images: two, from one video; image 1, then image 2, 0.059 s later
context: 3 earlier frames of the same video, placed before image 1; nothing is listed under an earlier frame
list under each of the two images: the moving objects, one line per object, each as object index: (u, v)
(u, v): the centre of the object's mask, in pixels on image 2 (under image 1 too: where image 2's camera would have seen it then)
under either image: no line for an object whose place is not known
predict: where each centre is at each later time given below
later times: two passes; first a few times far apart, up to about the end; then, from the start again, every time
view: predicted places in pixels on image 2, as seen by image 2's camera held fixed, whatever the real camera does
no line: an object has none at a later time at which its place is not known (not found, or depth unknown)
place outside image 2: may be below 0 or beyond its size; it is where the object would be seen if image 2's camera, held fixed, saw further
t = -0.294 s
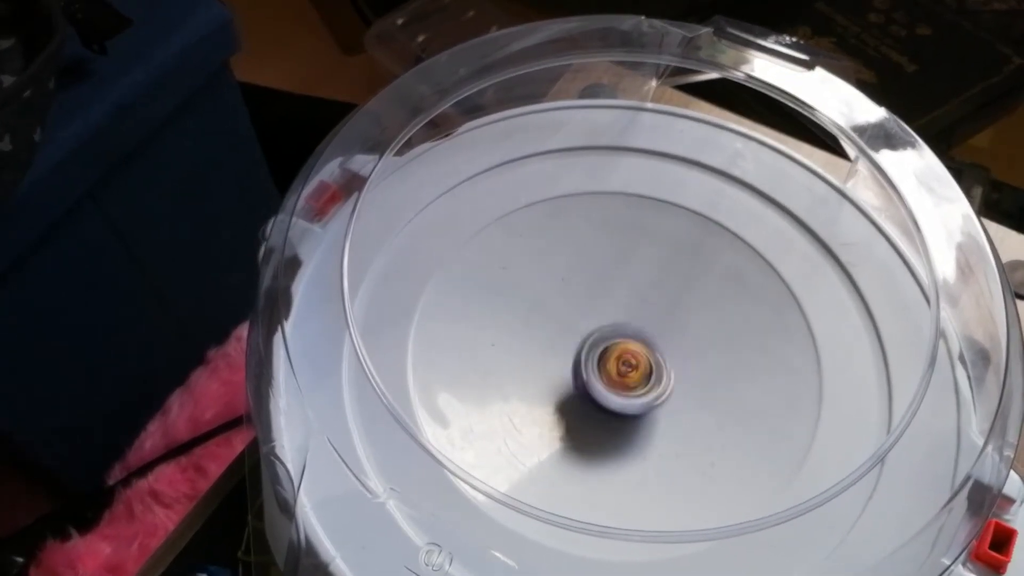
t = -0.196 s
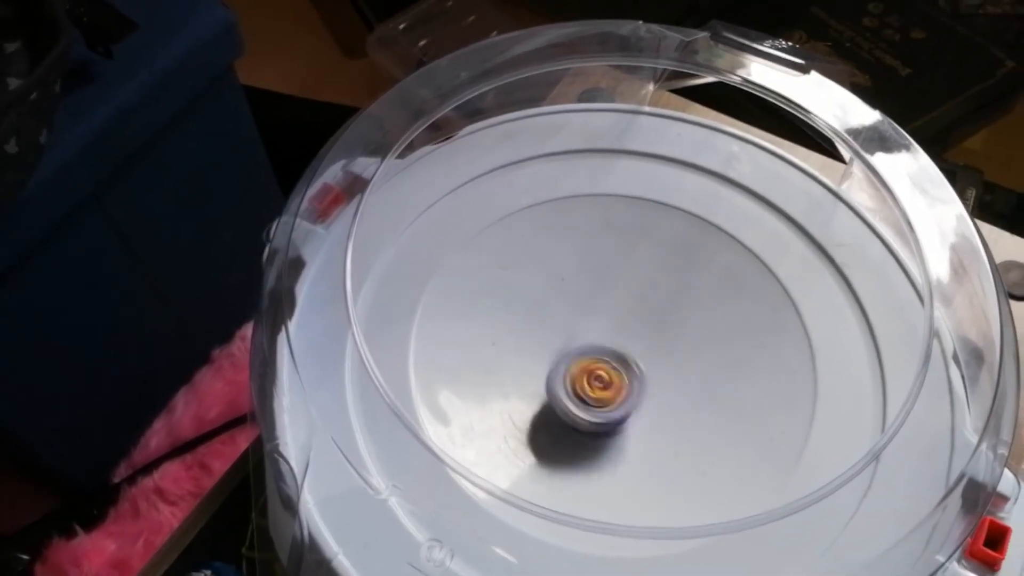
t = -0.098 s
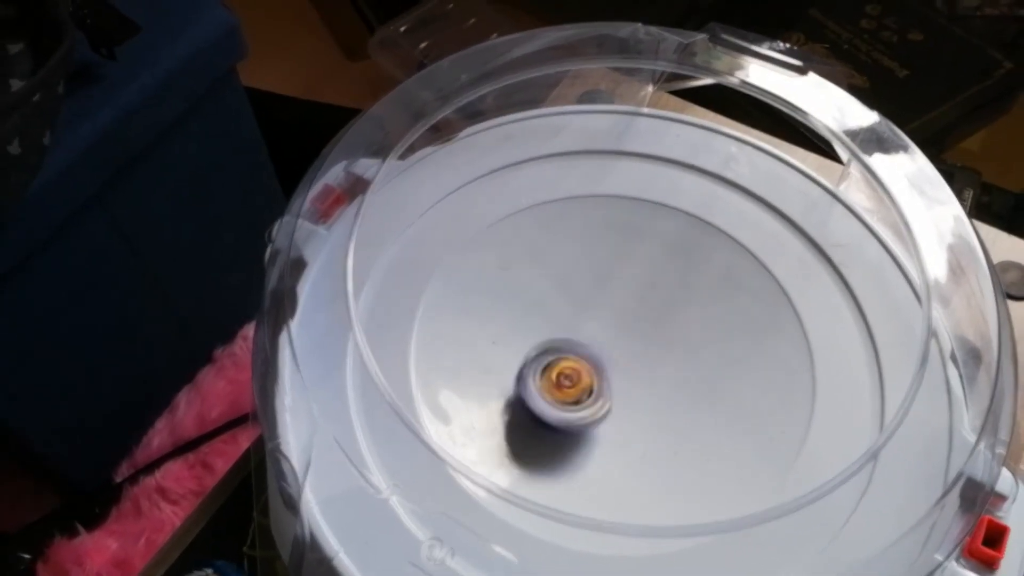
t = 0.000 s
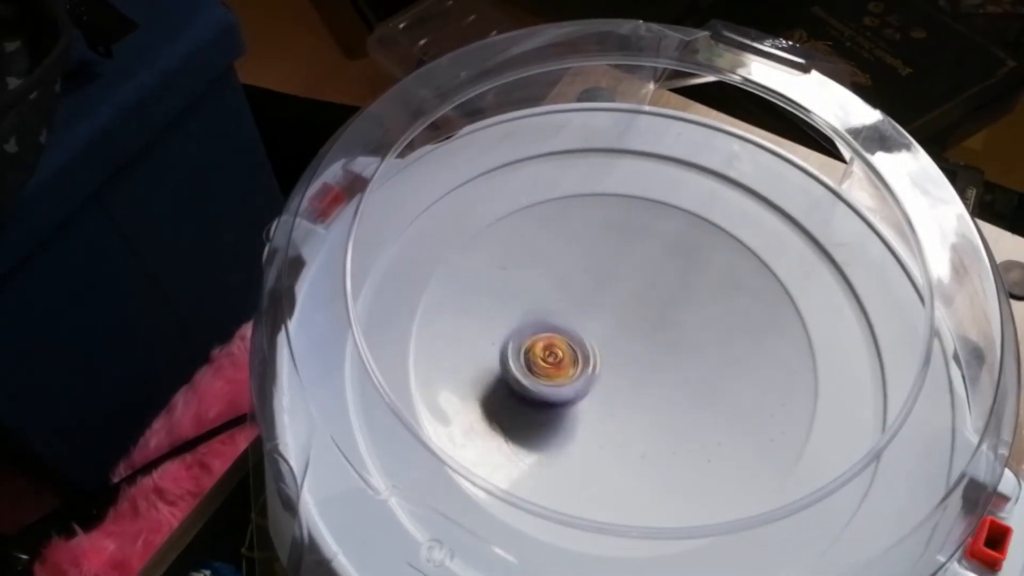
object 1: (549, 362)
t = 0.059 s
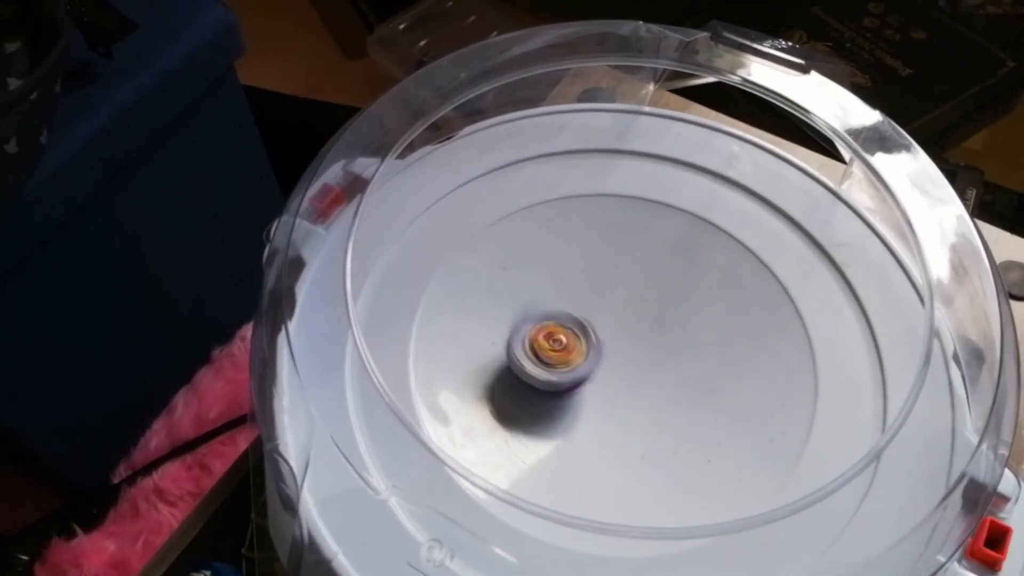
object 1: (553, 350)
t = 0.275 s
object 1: (619, 330)
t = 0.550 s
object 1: (678, 375)
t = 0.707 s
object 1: (635, 385)
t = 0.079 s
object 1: (556, 345)
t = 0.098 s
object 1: (566, 340)
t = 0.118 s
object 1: (569, 335)
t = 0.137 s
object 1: (575, 333)
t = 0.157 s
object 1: (582, 333)
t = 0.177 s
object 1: (586, 332)
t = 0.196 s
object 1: (590, 332)
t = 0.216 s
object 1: (604, 331)
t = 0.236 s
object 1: (608, 330)
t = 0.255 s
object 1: (612, 329)
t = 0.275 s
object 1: (619, 330)
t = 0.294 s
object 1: (627, 332)
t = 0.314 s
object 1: (629, 332)
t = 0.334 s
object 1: (635, 332)
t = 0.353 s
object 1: (646, 337)
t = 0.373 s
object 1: (650, 338)
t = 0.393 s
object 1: (655, 339)
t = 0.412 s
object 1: (661, 343)
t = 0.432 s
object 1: (664, 346)
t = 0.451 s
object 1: (666, 347)
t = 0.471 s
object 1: (676, 357)
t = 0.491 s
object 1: (675, 360)
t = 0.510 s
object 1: (676, 363)
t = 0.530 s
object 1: (680, 369)
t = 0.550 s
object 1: (678, 375)
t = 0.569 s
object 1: (674, 377)
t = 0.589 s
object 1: (673, 379)
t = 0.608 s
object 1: (663, 387)
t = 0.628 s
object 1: (658, 387)
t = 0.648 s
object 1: (653, 388)
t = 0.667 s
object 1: (647, 390)
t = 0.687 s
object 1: (639, 388)
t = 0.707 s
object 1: (635, 385)
